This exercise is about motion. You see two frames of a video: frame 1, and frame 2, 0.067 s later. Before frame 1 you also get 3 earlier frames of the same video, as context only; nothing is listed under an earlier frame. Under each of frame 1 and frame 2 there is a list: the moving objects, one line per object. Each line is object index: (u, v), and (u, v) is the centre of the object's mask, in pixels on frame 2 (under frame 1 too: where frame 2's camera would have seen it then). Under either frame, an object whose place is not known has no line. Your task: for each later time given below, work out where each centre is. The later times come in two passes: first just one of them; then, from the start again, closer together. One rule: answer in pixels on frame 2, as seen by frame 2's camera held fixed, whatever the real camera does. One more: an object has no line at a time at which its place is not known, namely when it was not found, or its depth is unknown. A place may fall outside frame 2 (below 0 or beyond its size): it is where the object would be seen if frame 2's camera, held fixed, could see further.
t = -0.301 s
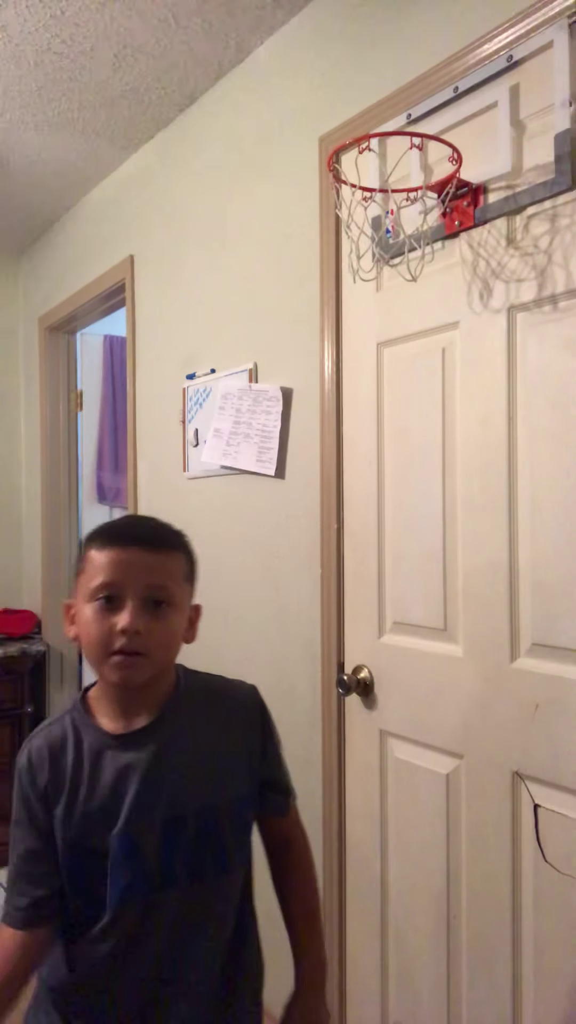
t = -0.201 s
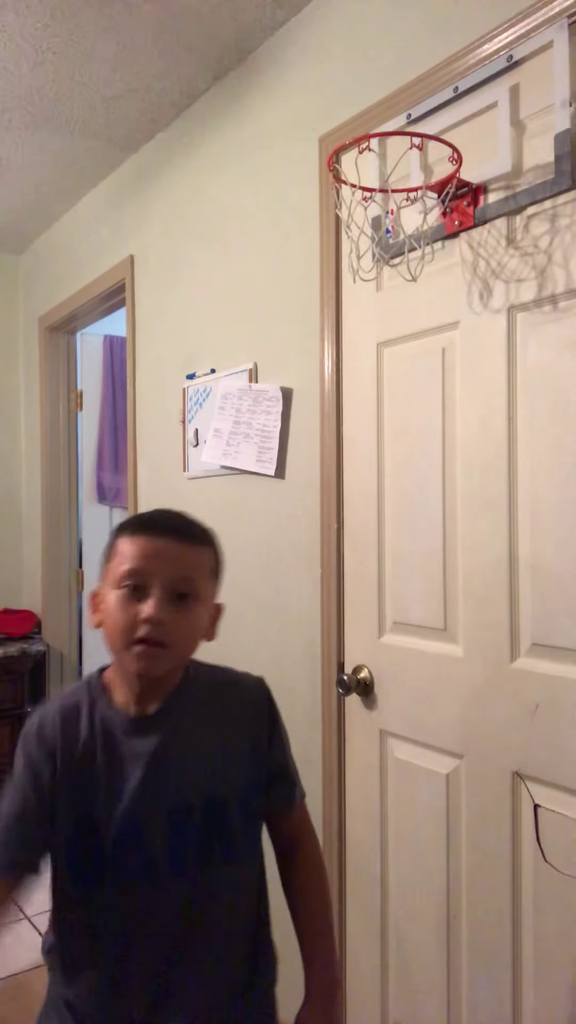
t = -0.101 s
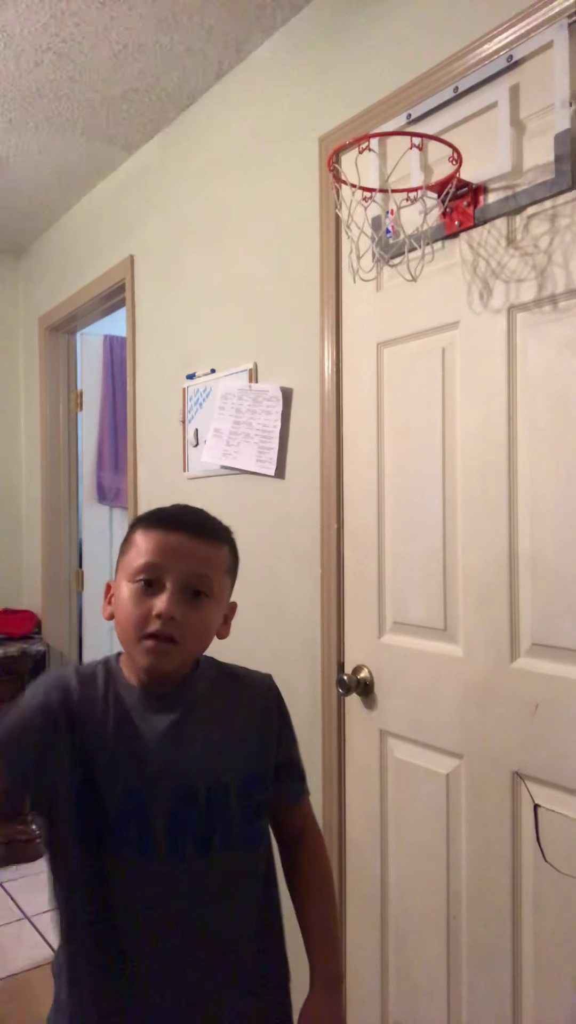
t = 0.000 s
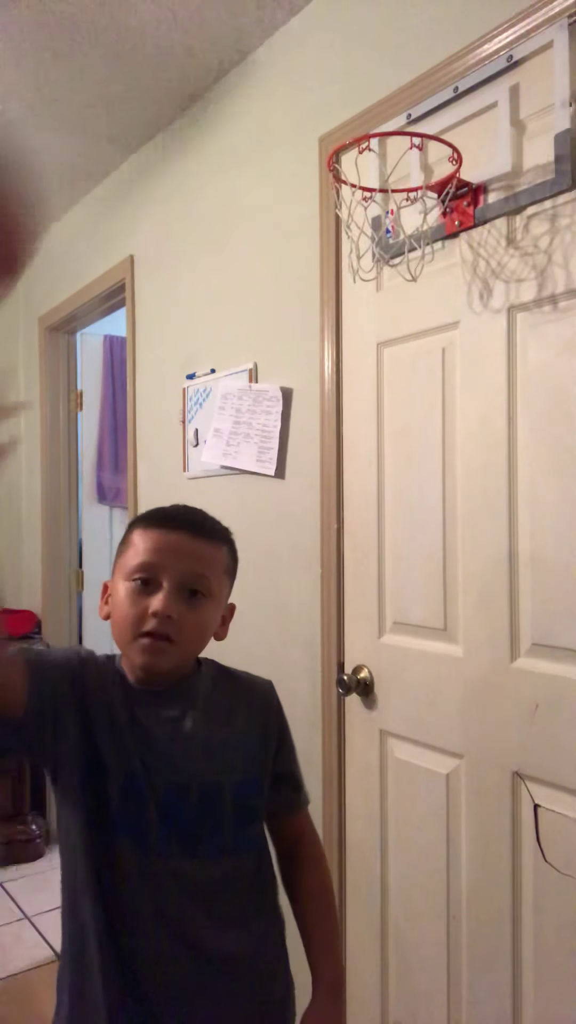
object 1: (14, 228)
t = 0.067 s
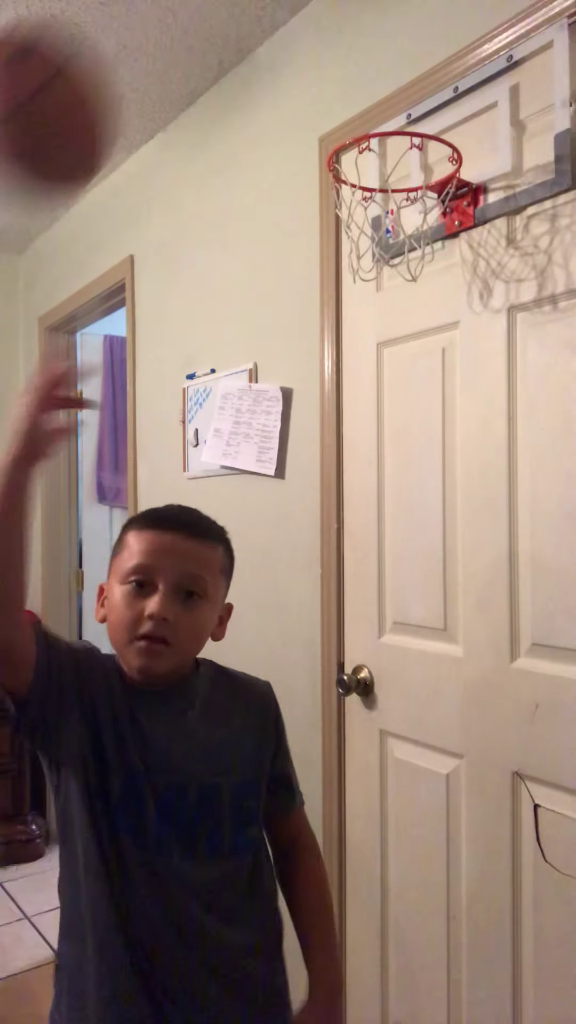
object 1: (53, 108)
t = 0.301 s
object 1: (243, 65)
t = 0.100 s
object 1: (74, 78)
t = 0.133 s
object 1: (107, 64)
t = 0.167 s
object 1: (141, 55)
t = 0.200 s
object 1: (166, 51)
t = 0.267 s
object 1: (219, 55)
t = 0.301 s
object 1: (243, 65)
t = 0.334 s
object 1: (265, 85)
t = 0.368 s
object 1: (284, 112)
